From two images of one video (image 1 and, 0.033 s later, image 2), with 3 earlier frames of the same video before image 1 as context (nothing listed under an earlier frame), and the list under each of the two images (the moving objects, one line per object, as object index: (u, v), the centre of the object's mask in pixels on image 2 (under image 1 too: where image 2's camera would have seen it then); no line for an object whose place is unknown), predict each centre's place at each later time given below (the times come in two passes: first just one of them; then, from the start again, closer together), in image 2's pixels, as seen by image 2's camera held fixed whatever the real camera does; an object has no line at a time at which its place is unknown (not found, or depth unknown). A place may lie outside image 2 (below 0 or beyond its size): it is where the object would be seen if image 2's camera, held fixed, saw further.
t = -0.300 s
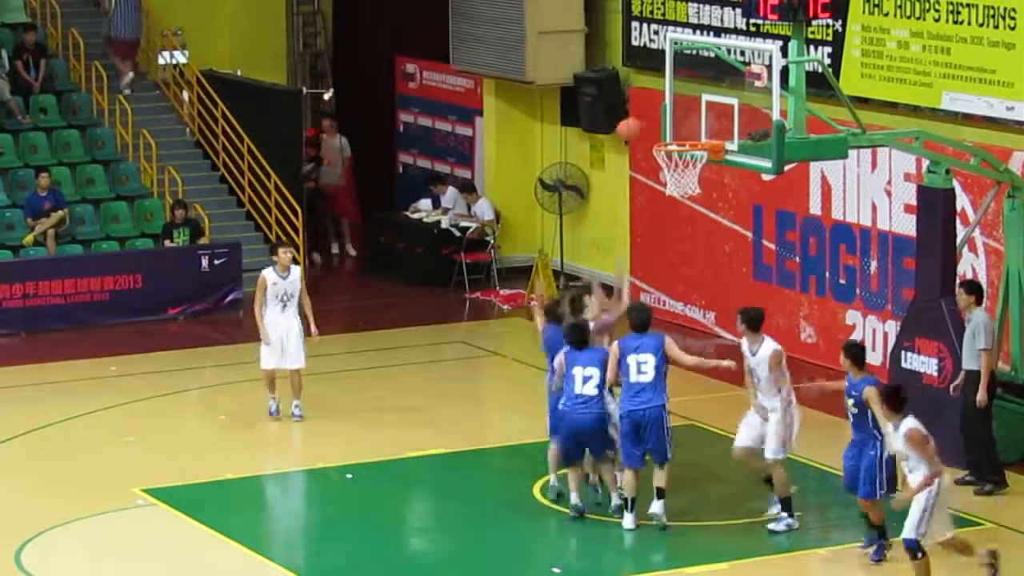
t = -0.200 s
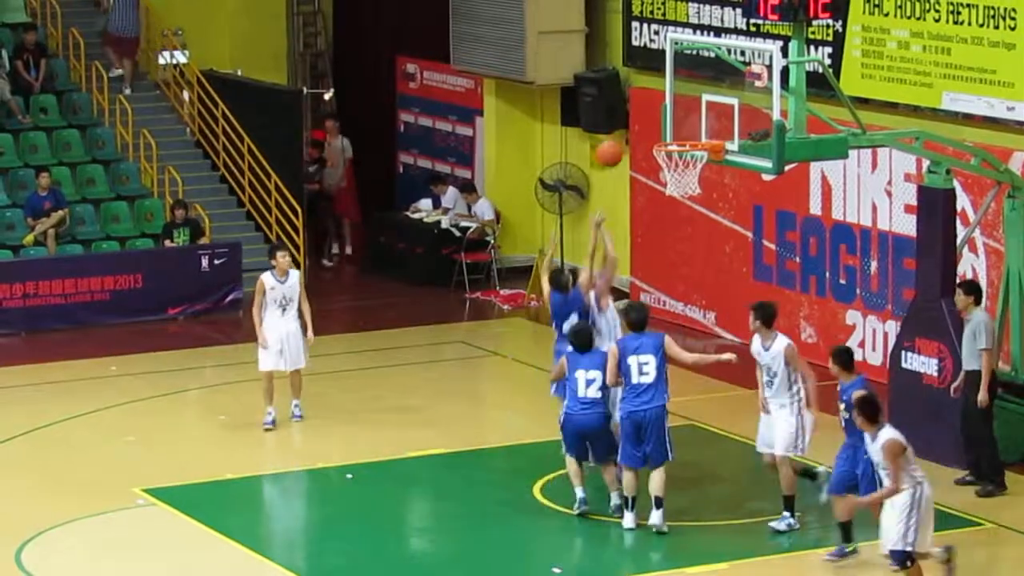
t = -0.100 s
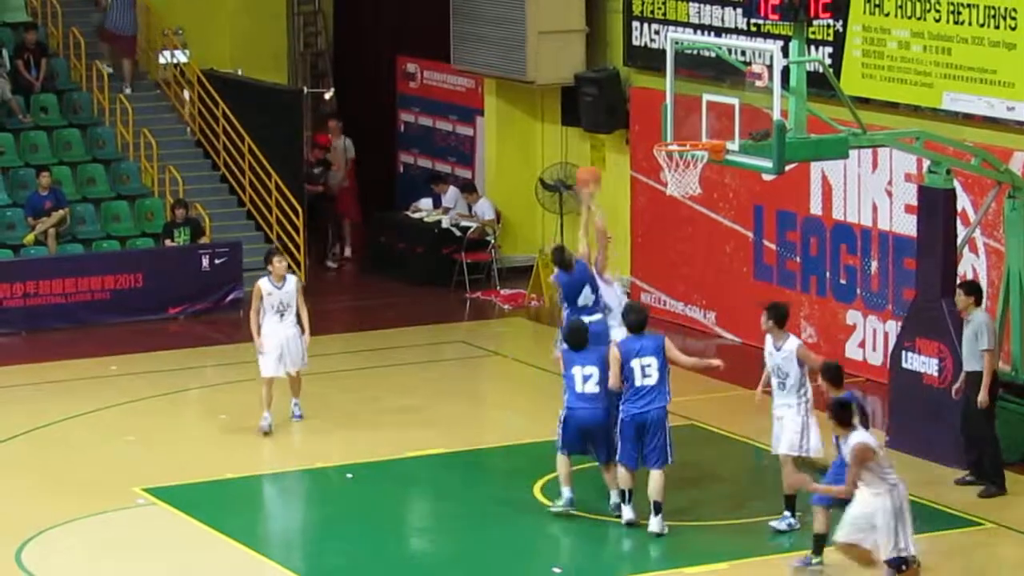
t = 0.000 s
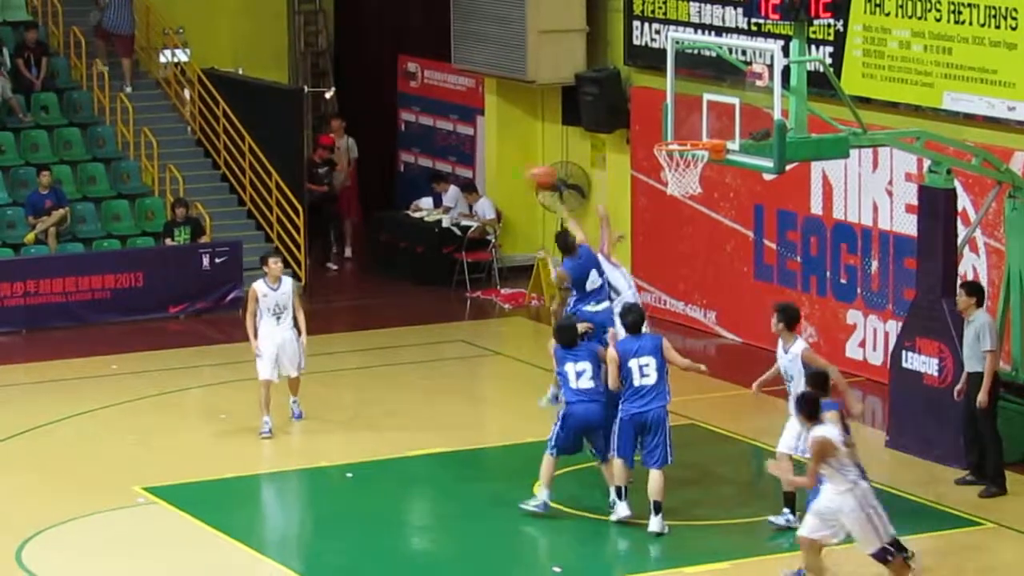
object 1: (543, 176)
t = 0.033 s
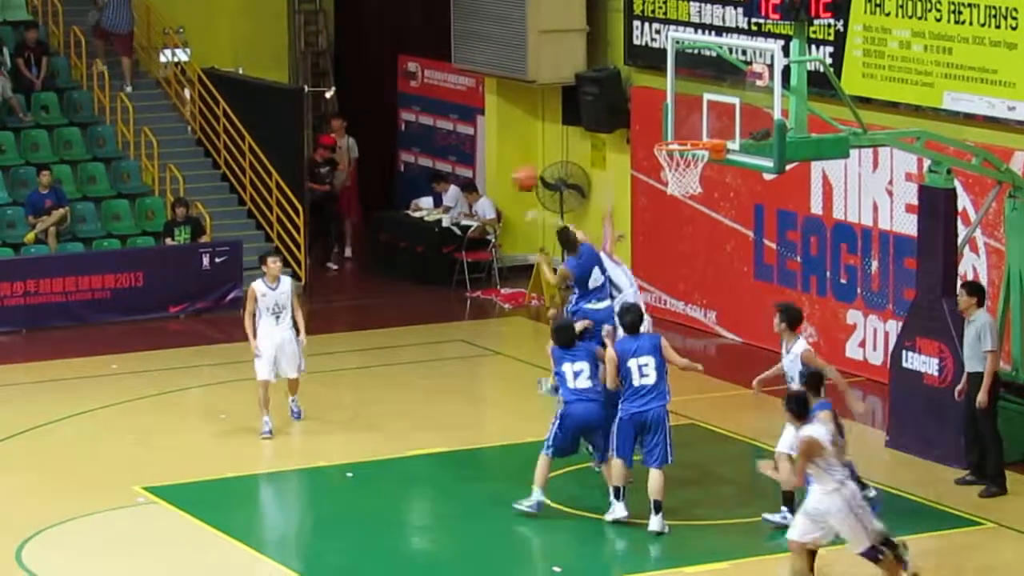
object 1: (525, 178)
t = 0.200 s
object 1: (446, 208)
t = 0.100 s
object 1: (494, 187)
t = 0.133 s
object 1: (475, 192)
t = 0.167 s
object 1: (460, 202)
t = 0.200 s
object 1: (446, 208)
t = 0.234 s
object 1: (428, 218)
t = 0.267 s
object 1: (413, 229)
